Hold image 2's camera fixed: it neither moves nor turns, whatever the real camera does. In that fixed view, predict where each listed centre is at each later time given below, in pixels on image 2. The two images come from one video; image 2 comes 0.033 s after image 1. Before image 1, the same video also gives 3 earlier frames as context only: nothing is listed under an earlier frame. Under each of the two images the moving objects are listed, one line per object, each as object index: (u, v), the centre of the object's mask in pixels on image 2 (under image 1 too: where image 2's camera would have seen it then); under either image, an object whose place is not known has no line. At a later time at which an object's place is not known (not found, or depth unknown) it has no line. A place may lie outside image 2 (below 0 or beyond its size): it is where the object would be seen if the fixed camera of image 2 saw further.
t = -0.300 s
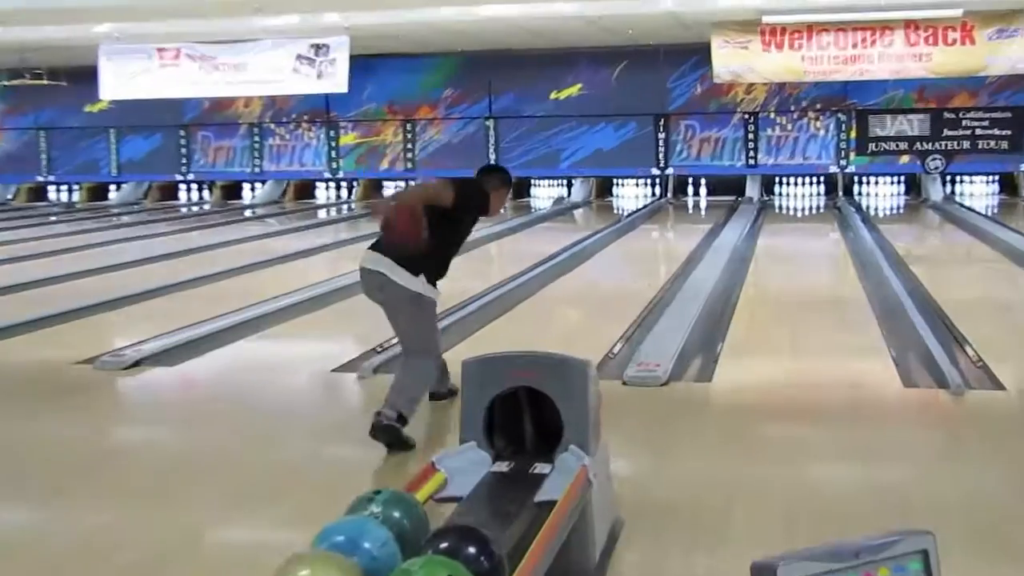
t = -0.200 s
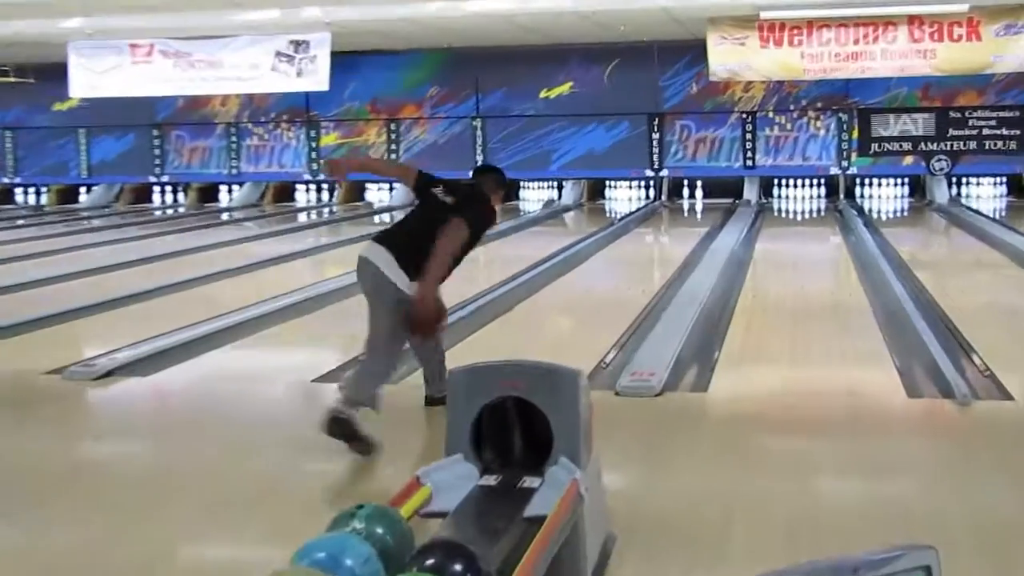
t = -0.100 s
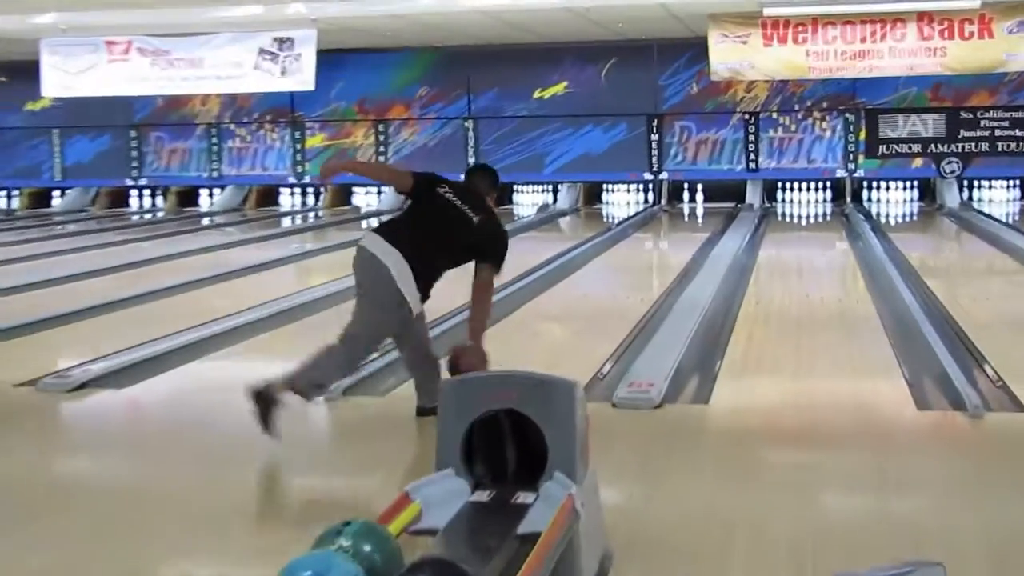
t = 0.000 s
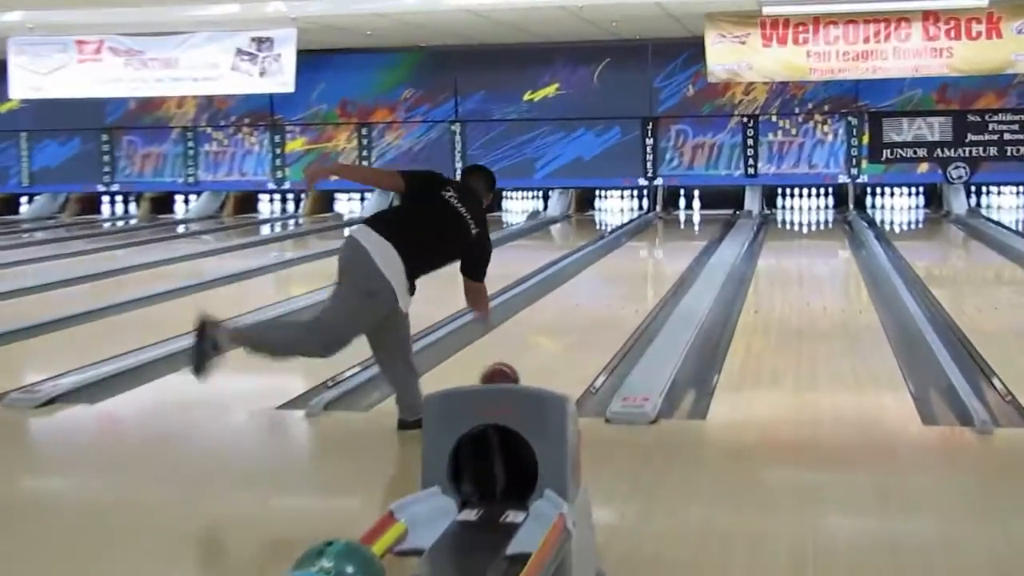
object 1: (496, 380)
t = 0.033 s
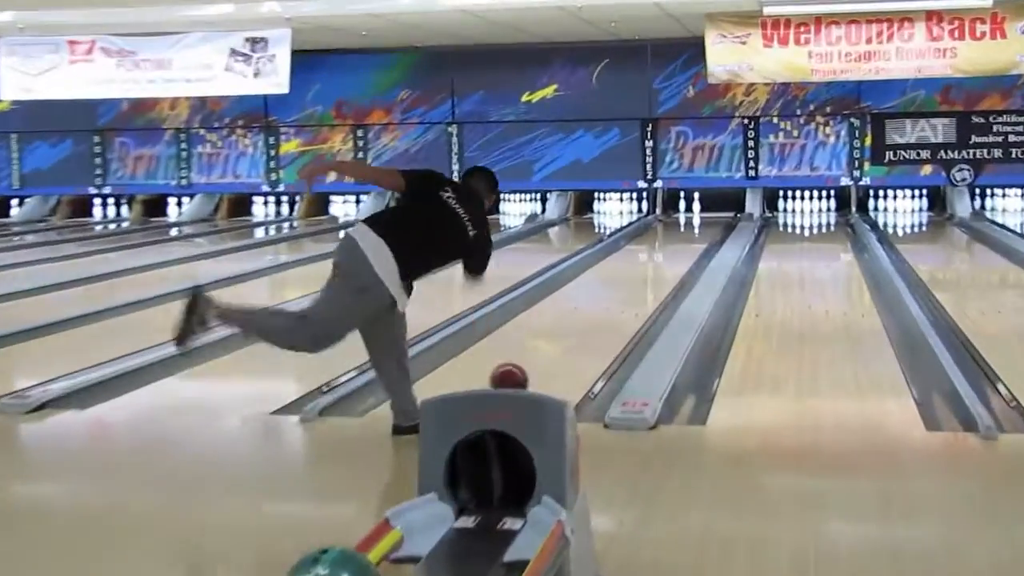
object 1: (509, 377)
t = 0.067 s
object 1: (520, 372)
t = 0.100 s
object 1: (529, 367)
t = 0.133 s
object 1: (539, 360)
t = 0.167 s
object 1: (548, 353)
